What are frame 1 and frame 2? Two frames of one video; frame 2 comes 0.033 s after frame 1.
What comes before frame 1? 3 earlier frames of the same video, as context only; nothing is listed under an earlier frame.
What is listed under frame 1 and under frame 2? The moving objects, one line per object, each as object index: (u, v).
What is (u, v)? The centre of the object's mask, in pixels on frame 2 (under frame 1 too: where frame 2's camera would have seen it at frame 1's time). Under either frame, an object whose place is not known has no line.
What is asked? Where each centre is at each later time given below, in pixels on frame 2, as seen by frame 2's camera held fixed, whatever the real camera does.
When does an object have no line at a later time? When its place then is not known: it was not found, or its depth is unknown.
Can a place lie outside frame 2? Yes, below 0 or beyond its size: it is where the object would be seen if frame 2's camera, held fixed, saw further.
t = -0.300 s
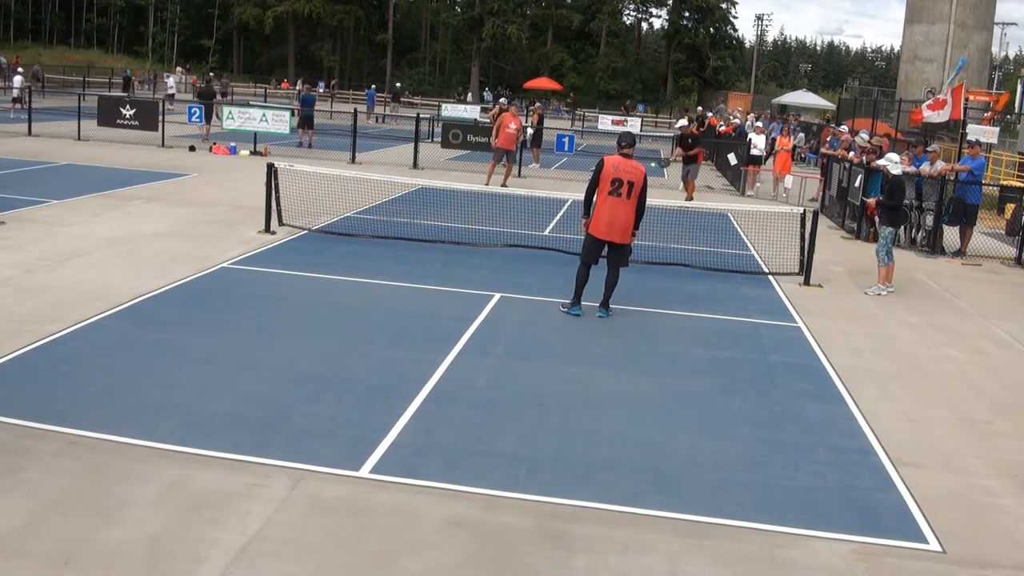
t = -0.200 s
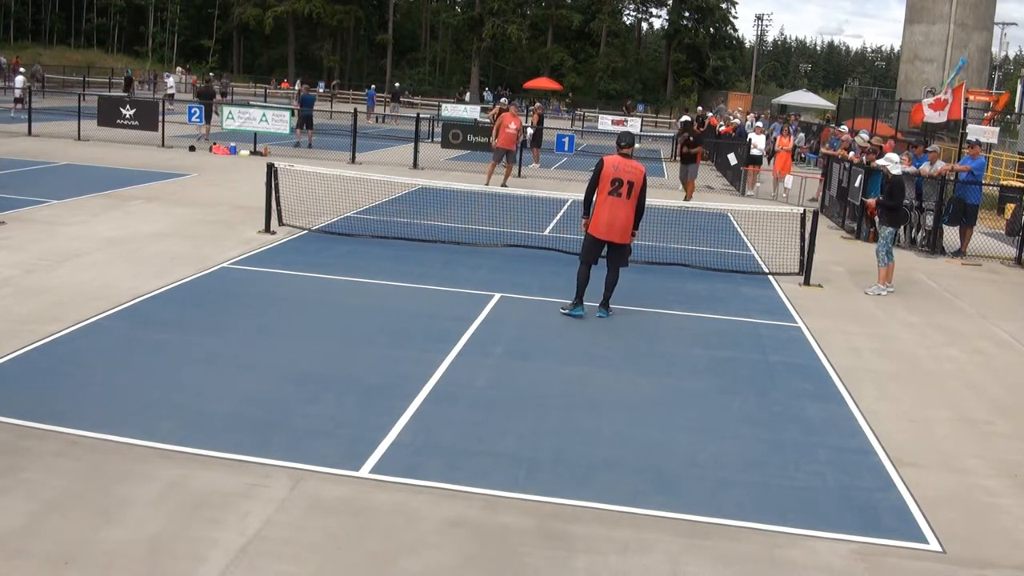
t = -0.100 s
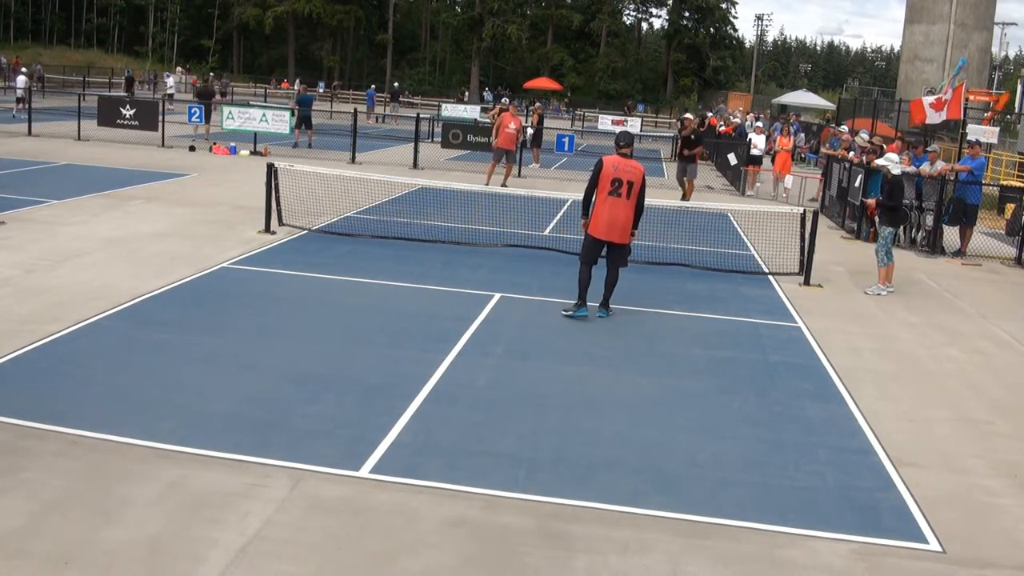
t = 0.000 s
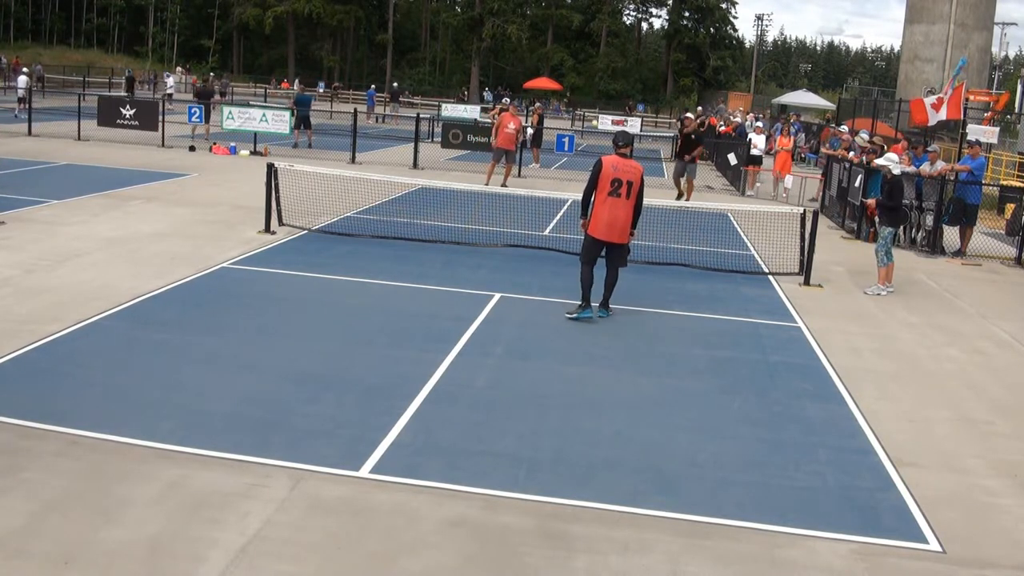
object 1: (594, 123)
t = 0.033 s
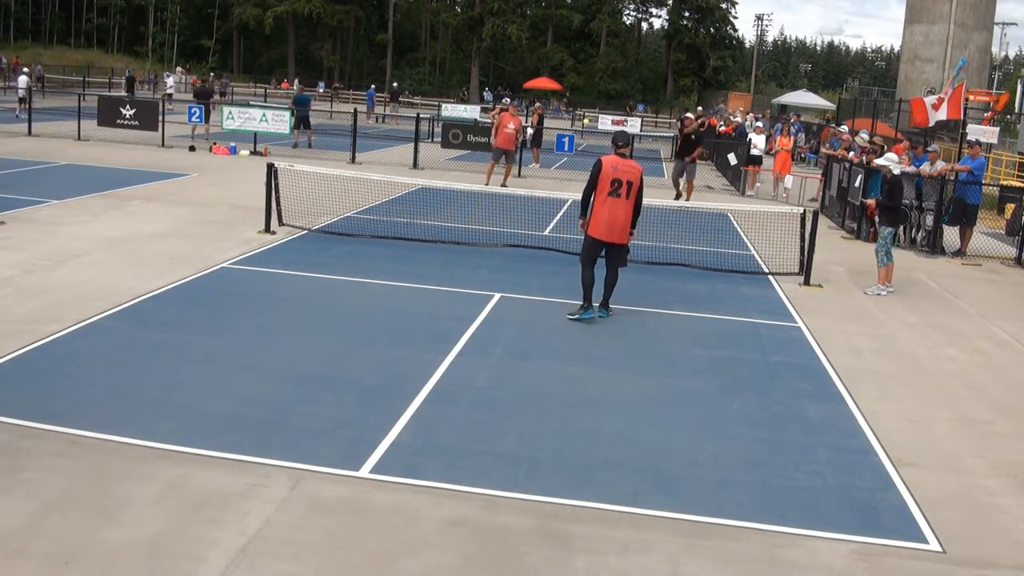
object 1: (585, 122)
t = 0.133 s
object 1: (556, 122)
